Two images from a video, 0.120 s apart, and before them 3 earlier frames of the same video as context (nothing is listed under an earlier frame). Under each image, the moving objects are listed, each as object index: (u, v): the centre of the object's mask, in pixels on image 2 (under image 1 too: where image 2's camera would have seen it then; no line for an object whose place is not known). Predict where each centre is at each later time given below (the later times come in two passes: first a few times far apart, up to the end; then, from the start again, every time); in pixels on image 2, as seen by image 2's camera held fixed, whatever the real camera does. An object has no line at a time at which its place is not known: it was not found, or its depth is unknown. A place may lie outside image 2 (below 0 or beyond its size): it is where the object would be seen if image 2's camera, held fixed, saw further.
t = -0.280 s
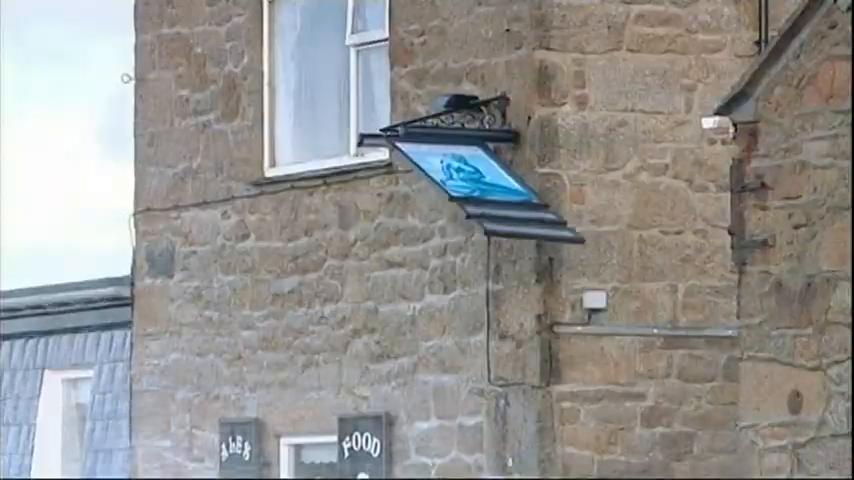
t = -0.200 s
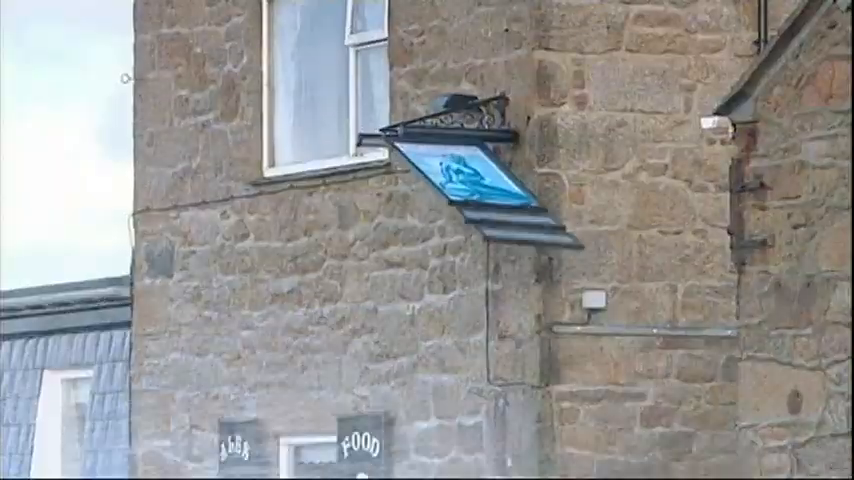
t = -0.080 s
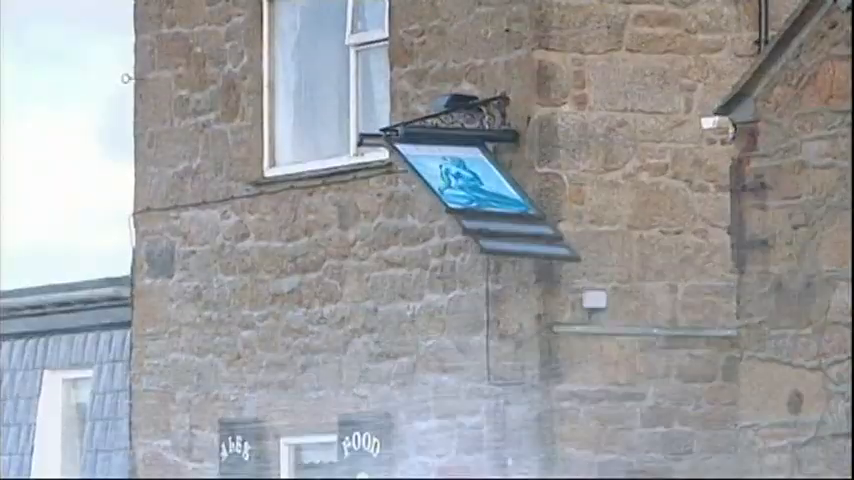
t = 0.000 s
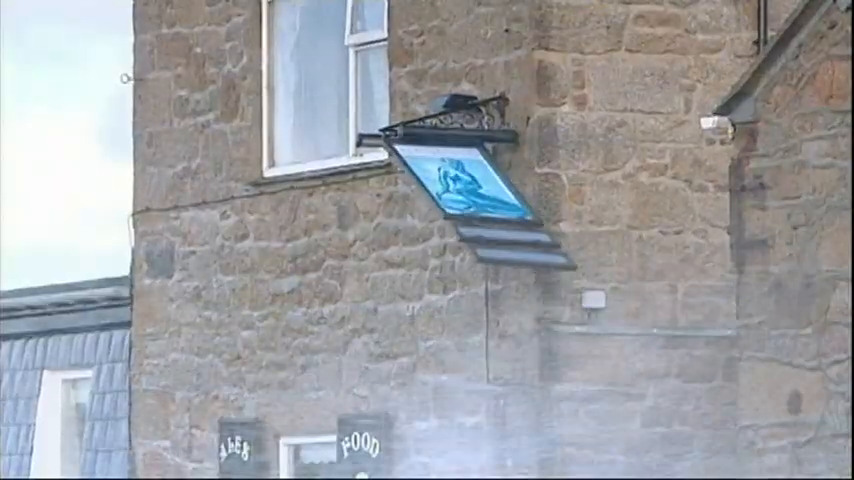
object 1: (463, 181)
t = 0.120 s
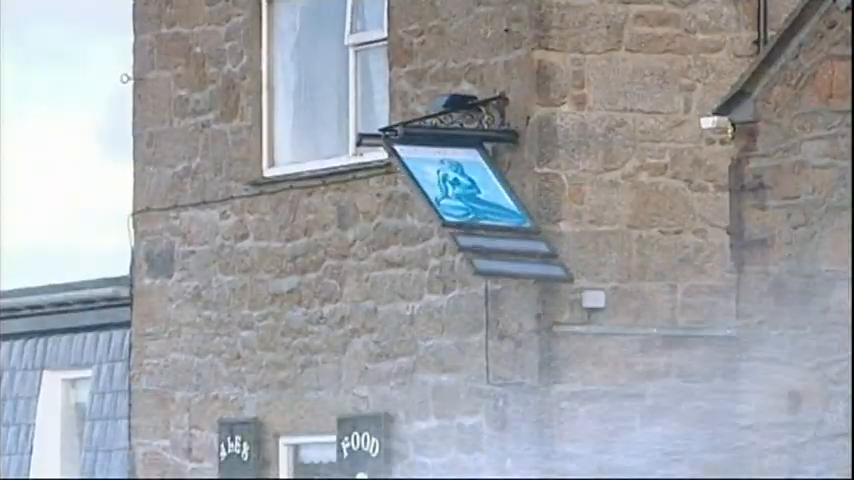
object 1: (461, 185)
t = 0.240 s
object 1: (459, 188)
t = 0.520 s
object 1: (460, 190)
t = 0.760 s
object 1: (461, 187)
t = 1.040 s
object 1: (458, 193)
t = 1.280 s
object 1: (453, 205)
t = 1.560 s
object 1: (450, 211)
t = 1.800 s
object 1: (451, 207)
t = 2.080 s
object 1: (455, 200)
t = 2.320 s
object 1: (458, 193)
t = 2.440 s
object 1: (459, 190)
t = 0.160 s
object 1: (461, 186)
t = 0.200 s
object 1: (460, 187)
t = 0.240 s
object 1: (459, 188)
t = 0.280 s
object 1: (459, 189)
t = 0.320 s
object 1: (460, 190)
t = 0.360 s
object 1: (460, 191)
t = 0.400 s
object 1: (460, 191)
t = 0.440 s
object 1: (460, 191)
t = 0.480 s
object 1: (460, 191)
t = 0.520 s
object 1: (460, 190)
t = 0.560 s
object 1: (460, 190)
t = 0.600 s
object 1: (460, 189)
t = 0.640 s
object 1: (460, 189)
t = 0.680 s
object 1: (460, 188)
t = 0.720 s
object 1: (460, 188)
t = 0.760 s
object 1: (461, 187)
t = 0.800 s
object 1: (460, 187)
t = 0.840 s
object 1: (460, 187)
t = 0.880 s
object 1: (460, 188)
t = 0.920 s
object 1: (460, 189)
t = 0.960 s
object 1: (459, 189)
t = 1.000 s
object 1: (460, 191)
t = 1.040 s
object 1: (458, 193)
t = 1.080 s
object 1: (458, 195)
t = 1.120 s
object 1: (457, 197)
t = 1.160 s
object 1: (456, 199)
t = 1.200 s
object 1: (455, 201)
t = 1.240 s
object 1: (454, 203)
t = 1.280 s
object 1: (453, 205)
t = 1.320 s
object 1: (452, 206)
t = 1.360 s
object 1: (451, 207)
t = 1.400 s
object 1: (451, 209)
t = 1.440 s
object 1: (450, 210)
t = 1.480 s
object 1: (450, 210)
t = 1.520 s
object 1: (450, 211)
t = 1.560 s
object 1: (450, 211)
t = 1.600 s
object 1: (450, 211)
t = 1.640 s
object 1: (450, 210)
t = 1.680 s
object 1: (450, 210)
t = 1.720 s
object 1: (450, 209)
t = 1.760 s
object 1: (451, 208)
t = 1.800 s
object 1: (451, 207)
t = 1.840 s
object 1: (451, 206)
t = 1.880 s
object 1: (452, 205)
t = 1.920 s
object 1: (452, 204)
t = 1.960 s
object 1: (453, 203)
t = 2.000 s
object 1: (454, 203)
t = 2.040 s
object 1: (455, 202)
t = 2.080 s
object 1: (455, 200)
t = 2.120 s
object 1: (455, 200)
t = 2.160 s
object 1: (456, 198)
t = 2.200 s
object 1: (457, 197)
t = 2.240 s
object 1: (458, 196)
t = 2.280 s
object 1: (458, 194)
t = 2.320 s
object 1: (458, 193)
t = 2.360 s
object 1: (458, 192)
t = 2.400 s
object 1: (459, 191)
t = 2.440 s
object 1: (459, 190)
